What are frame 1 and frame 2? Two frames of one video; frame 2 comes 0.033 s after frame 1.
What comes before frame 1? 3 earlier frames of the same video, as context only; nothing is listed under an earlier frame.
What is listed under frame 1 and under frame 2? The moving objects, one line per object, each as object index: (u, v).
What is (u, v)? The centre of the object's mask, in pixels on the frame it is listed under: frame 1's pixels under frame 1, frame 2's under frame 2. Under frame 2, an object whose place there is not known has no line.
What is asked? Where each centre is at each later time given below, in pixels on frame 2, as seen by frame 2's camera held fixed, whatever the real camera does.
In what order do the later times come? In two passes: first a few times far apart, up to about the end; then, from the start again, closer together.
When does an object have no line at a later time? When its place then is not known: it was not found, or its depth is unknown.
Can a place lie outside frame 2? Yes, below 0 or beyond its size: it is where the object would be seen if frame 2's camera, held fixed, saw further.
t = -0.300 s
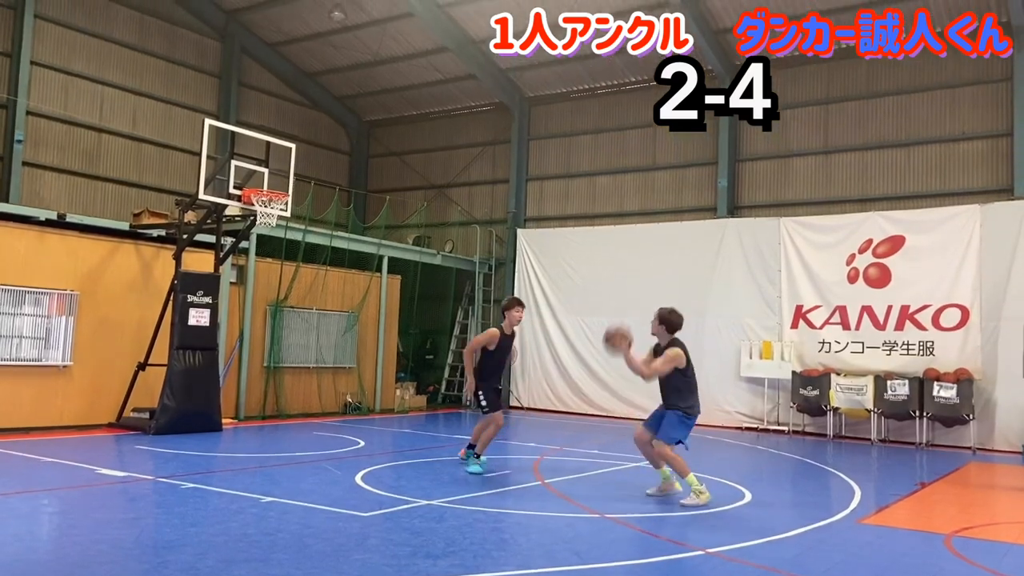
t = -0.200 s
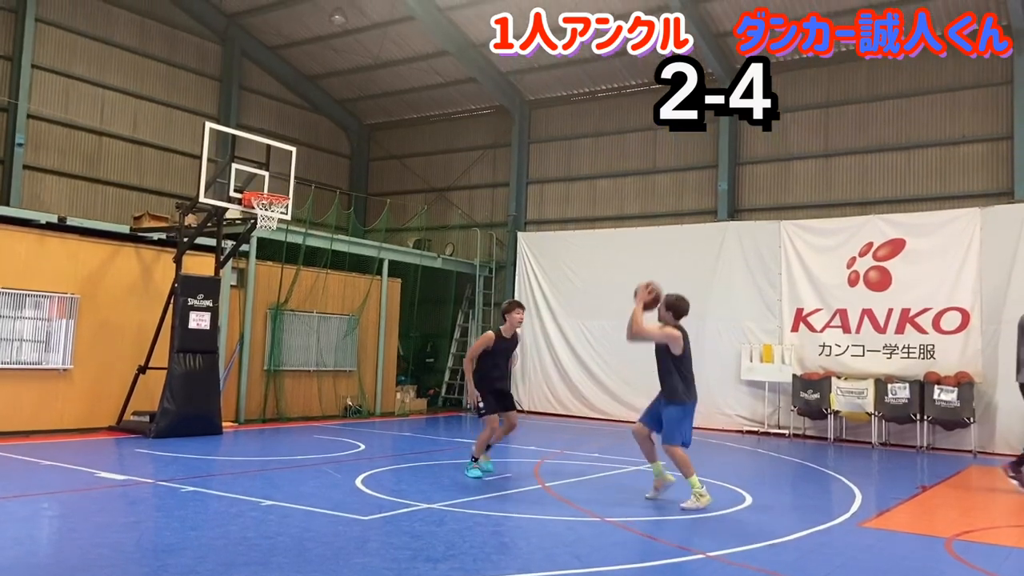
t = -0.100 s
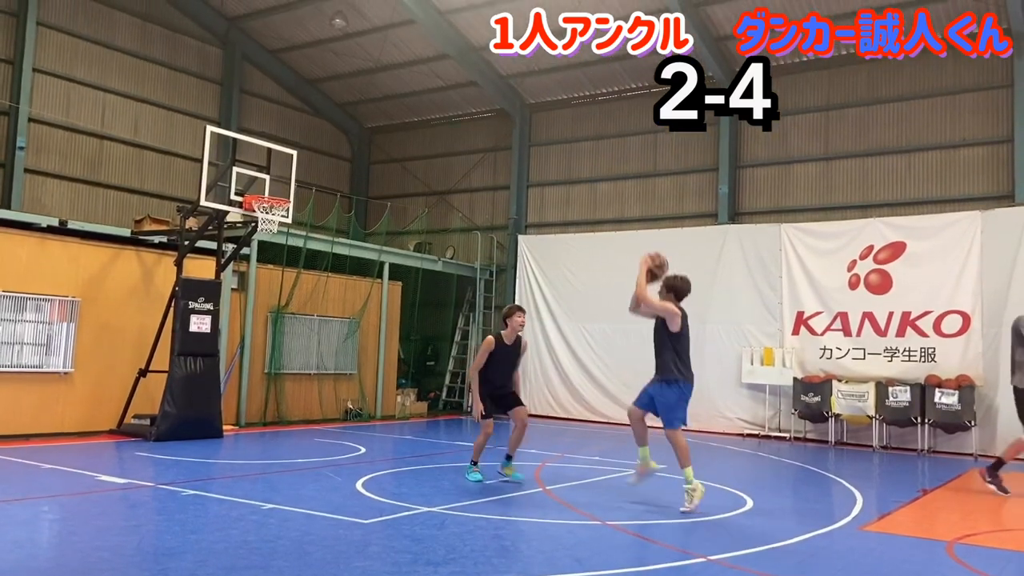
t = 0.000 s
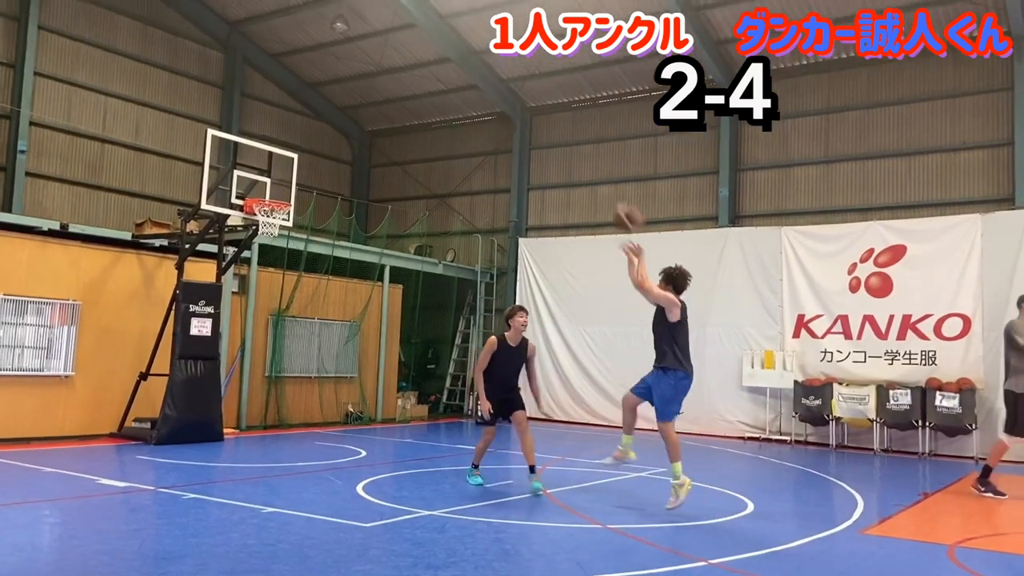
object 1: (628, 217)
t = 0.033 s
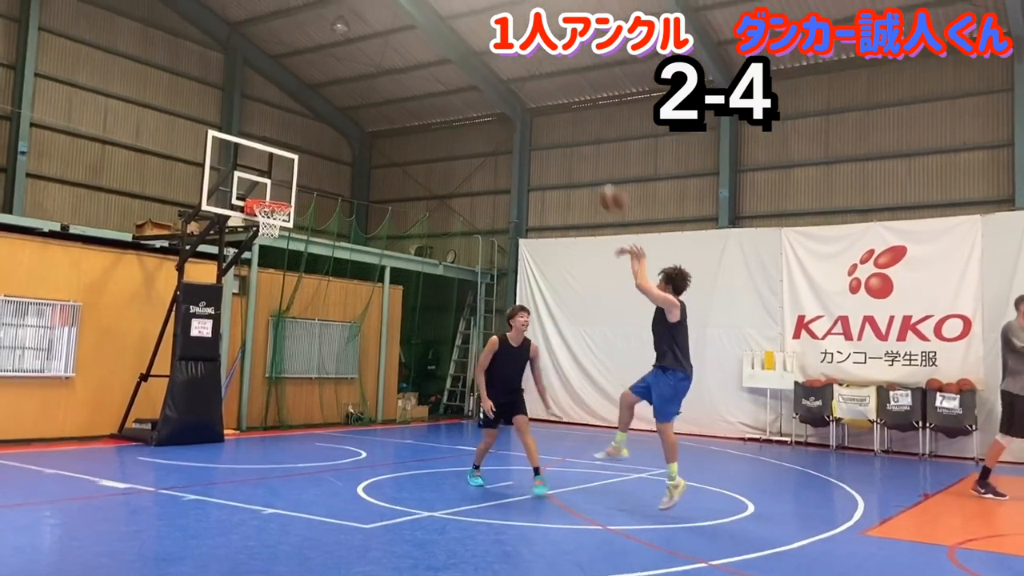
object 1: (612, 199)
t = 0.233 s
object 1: (538, 114)
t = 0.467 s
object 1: (460, 79)
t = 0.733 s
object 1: (384, 98)
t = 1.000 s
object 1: (317, 170)
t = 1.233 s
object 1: (340, 247)
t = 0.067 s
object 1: (601, 179)
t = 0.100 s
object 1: (588, 163)
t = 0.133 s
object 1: (574, 149)
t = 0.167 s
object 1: (562, 136)
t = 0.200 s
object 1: (549, 125)
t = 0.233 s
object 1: (538, 114)
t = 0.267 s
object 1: (527, 105)
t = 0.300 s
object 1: (515, 99)
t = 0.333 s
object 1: (504, 93)
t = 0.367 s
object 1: (492, 88)
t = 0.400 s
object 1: (482, 83)
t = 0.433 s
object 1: (470, 80)
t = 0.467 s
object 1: (460, 79)
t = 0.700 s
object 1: (393, 93)
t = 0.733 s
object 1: (384, 98)
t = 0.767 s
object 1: (376, 104)
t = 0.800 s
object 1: (368, 111)
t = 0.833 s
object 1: (359, 119)
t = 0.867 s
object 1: (350, 128)
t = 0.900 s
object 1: (342, 137)
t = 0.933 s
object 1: (334, 147)
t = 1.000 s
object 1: (317, 170)
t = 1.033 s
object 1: (308, 182)
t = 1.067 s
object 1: (302, 195)
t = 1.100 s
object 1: (301, 207)
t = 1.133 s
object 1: (310, 215)
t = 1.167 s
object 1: (320, 225)
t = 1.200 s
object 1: (330, 235)
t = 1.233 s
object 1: (340, 247)
